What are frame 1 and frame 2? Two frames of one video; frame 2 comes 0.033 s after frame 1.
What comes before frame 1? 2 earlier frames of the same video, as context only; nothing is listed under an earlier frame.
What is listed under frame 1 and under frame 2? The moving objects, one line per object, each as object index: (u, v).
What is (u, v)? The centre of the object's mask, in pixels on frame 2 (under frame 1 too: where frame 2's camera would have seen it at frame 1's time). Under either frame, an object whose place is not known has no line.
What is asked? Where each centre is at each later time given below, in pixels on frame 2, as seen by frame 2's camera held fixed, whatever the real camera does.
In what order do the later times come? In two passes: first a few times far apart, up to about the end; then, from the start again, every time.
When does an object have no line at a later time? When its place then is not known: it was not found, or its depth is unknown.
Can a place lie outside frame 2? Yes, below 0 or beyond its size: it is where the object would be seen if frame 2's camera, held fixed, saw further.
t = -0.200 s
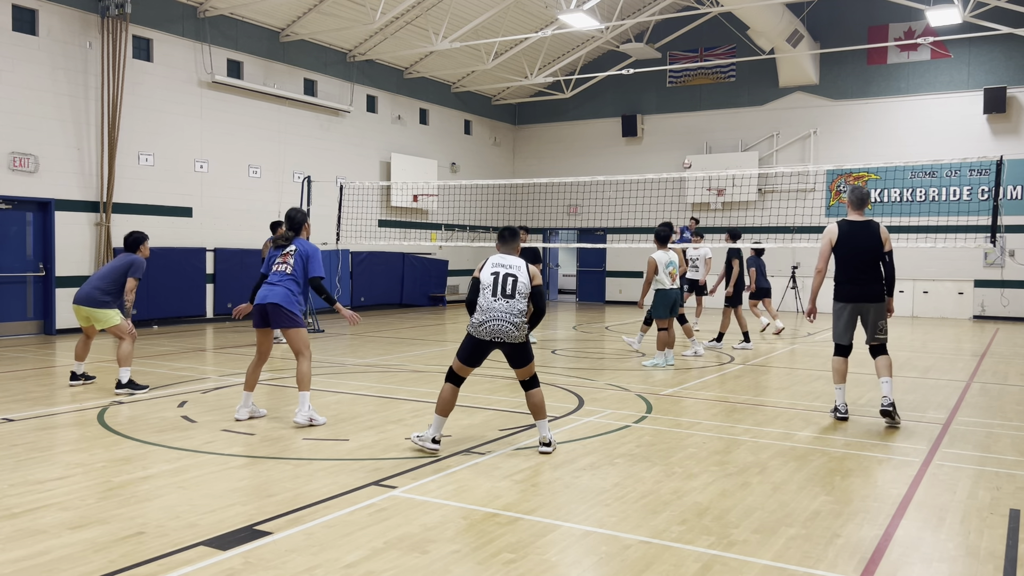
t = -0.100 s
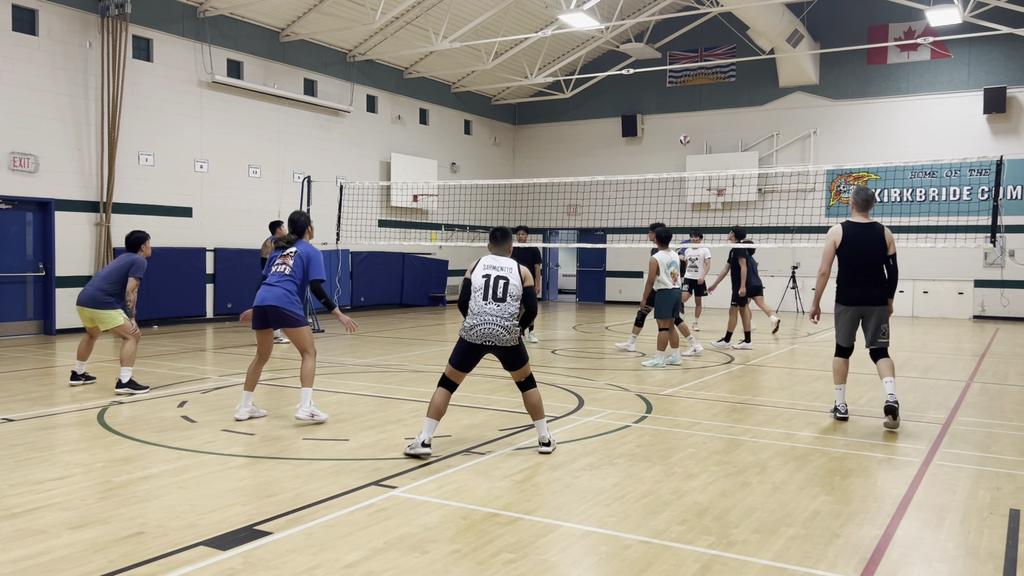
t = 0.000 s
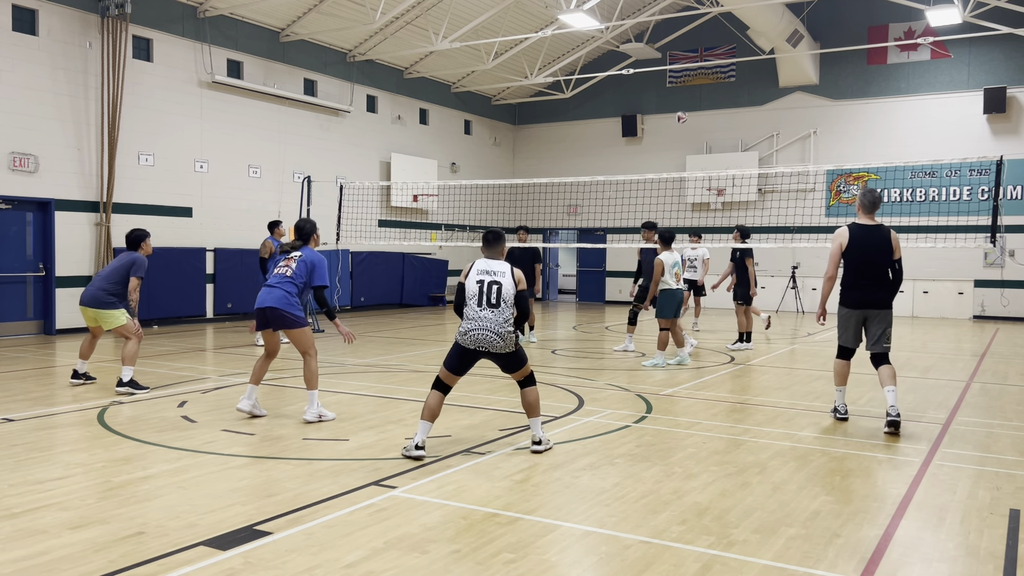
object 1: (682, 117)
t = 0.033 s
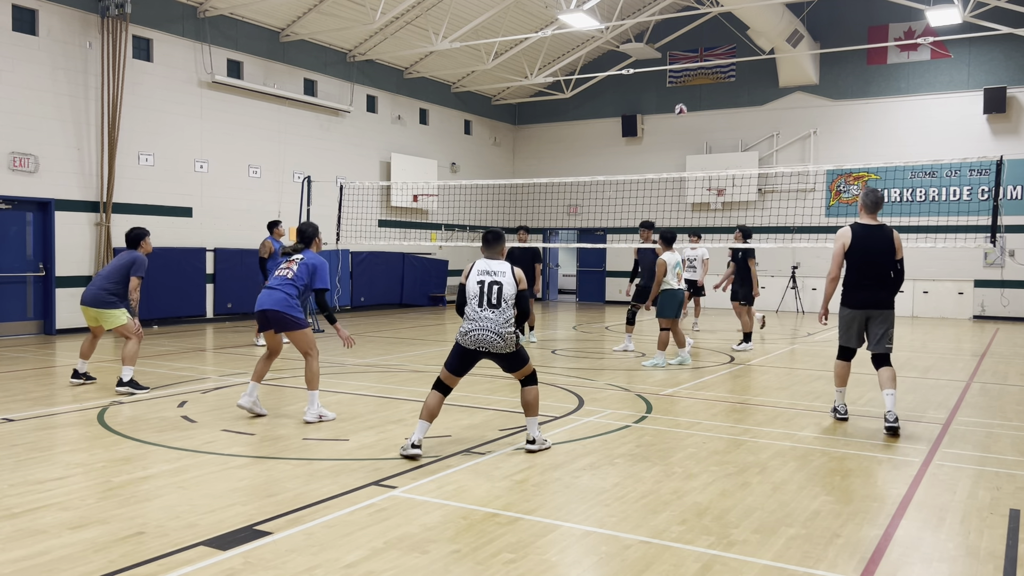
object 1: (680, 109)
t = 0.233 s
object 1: (675, 71)
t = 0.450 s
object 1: (666, 42)
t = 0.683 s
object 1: (655, 46)
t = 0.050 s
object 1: (680, 106)
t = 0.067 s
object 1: (680, 103)
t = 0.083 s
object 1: (679, 99)
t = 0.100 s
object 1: (679, 96)
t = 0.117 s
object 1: (678, 92)
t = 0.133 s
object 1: (678, 89)
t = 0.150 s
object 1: (677, 86)
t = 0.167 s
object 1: (677, 83)
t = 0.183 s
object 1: (676, 80)
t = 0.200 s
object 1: (676, 77)
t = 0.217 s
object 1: (675, 74)
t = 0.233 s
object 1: (675, 71)
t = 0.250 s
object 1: (674, 68)
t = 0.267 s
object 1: (673, 65)
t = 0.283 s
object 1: (673, 62)
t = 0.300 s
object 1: (672, 59)
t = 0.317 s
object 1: (672, 57)
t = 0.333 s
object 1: (671, 55)
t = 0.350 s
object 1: (670, 52)
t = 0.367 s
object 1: (670, 50)
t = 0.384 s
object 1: (669, 48)
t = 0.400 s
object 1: (668, 46)
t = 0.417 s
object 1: (667, 45)
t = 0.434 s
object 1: (667, 43)
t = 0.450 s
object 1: (666, 42)
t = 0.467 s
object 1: (665, 41)
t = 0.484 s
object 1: (664, 39)
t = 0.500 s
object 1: (664, 39)
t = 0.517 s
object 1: (663, 38)
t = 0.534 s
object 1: (662, 38)
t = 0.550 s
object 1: (661, 37)
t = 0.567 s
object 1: (660, 37)
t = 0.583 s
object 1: (659, 38)
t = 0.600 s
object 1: (659, 38)
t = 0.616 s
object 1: (659, 39)
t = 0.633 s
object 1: (657, 40)
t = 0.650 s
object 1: (656, 41)
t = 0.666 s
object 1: (656, 44)
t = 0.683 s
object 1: (655, 46)
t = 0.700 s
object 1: (654, 49)
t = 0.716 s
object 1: (653, 52)
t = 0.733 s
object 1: (652, 56)
